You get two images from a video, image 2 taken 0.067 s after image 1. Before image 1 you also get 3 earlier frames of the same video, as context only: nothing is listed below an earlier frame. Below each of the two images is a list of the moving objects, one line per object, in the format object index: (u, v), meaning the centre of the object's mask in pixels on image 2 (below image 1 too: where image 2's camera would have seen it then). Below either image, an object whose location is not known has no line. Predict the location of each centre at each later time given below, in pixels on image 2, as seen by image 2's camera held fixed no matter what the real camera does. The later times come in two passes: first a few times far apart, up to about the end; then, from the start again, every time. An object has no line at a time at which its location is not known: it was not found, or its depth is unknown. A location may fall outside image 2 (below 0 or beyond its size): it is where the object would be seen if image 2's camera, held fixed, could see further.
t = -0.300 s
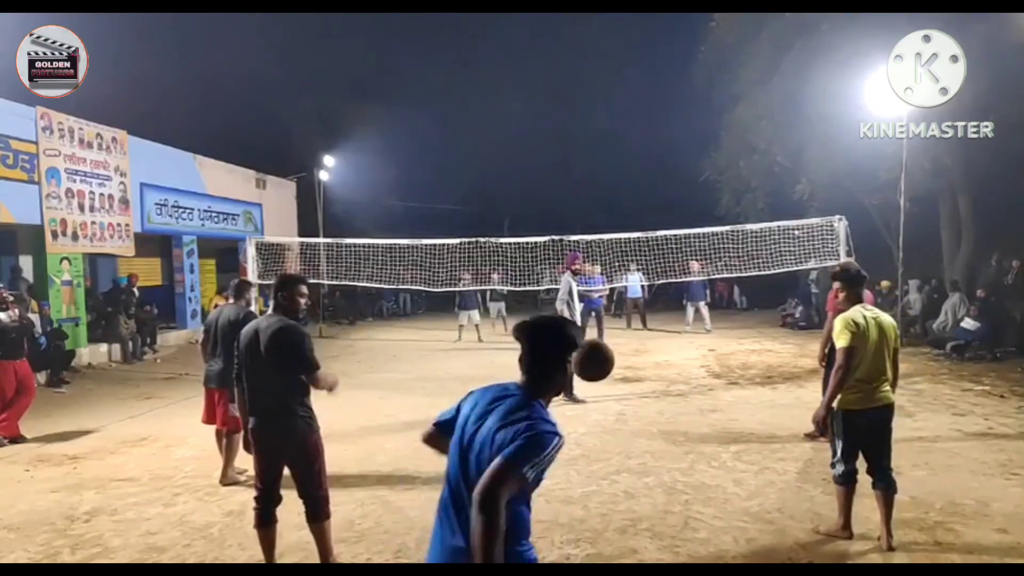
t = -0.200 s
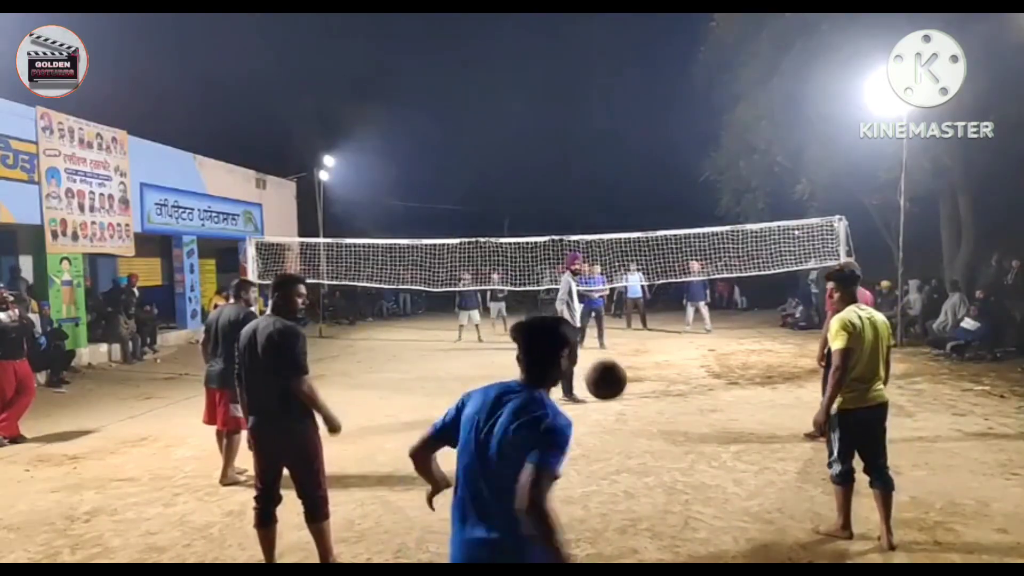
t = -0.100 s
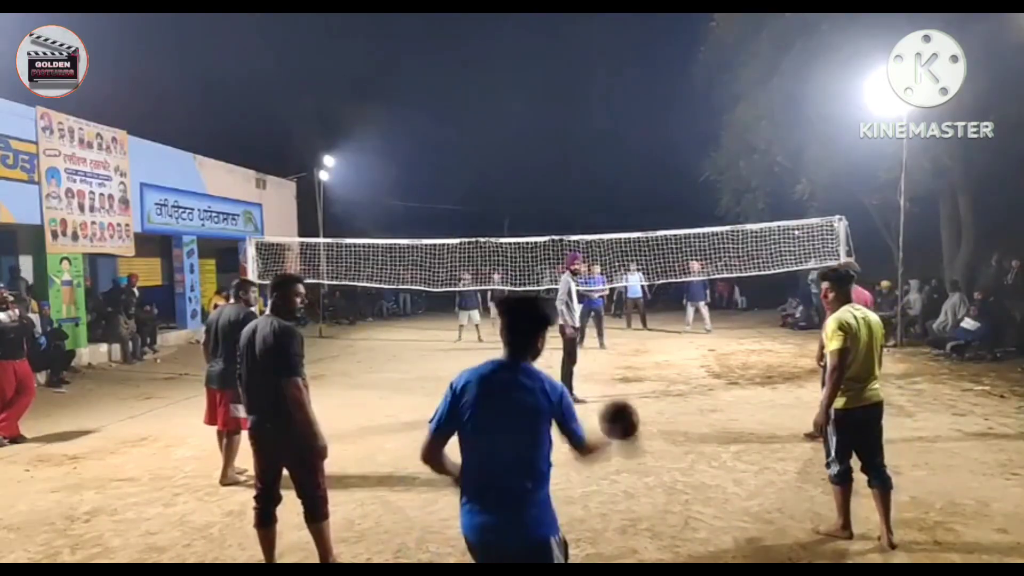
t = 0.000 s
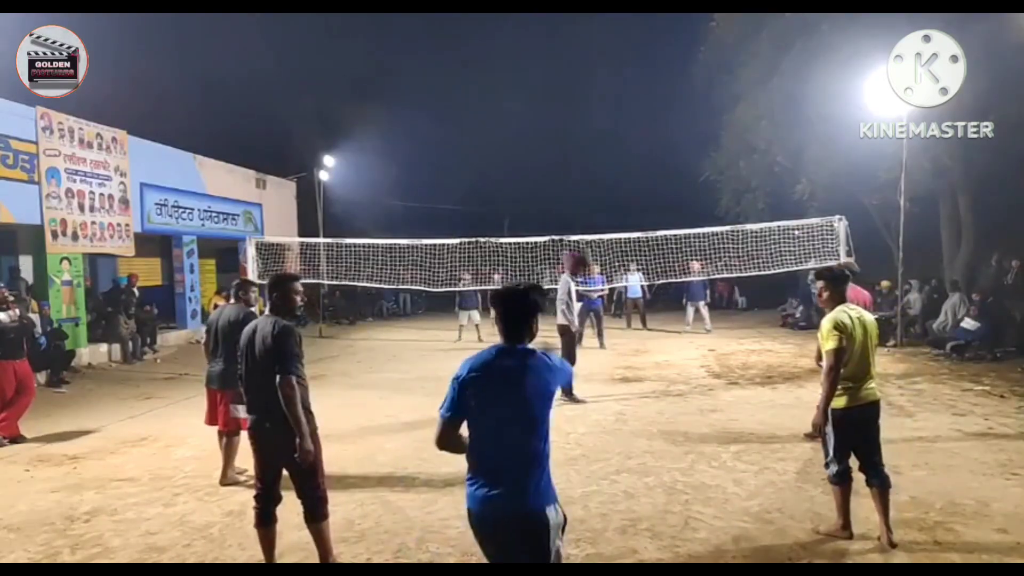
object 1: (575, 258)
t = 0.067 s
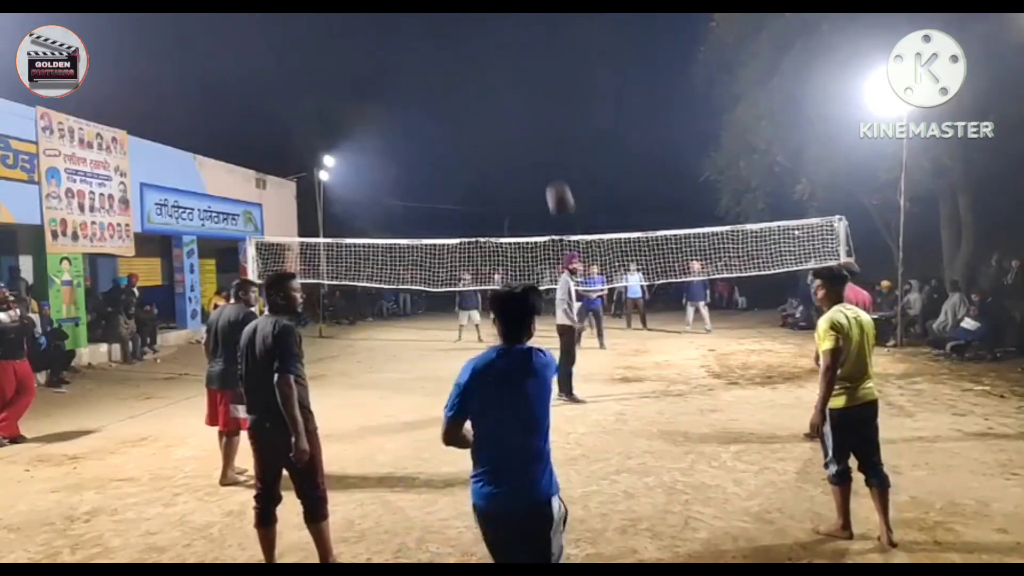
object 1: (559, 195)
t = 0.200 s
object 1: (532, 121)
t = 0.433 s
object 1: (510, 93)
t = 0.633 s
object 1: (502, 117)
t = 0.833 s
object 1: (496, 152)
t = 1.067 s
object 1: (491, 205)
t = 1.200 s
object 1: (489, 235)
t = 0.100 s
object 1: (549, 165)
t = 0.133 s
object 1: (543, 148)
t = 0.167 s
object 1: (537, 133)
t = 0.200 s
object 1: (532, 121)
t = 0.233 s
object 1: (528, 111)
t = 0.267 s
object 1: (524, 107)
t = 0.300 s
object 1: (519, 100)
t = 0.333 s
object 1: (517, 98)
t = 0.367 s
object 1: (514, 95)
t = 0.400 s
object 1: (512, 94)
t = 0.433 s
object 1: (510, 93)
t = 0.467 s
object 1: (508, 96)
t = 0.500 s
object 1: (507, 98)
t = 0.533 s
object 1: (505, 101)
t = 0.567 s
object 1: (504, 104)
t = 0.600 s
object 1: (503, 110)
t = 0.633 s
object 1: (502, 117)
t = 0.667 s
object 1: (501, 122)
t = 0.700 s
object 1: (500, 127)
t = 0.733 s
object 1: (499, 133)
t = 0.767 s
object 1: (498, 139)
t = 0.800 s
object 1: (497, 145)
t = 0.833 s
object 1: (496, 152)
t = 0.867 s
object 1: (495, 158)
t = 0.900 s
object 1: (495, 167)
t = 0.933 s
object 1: (494, 174)
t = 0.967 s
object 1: (493, 181)
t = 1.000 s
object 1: (492, 189)
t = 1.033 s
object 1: (492, 197)
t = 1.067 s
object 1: (491, 205)
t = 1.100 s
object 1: (491, 212)
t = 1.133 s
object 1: (490, 221)
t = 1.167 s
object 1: (489, 229)
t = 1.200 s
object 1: (489, 235)
